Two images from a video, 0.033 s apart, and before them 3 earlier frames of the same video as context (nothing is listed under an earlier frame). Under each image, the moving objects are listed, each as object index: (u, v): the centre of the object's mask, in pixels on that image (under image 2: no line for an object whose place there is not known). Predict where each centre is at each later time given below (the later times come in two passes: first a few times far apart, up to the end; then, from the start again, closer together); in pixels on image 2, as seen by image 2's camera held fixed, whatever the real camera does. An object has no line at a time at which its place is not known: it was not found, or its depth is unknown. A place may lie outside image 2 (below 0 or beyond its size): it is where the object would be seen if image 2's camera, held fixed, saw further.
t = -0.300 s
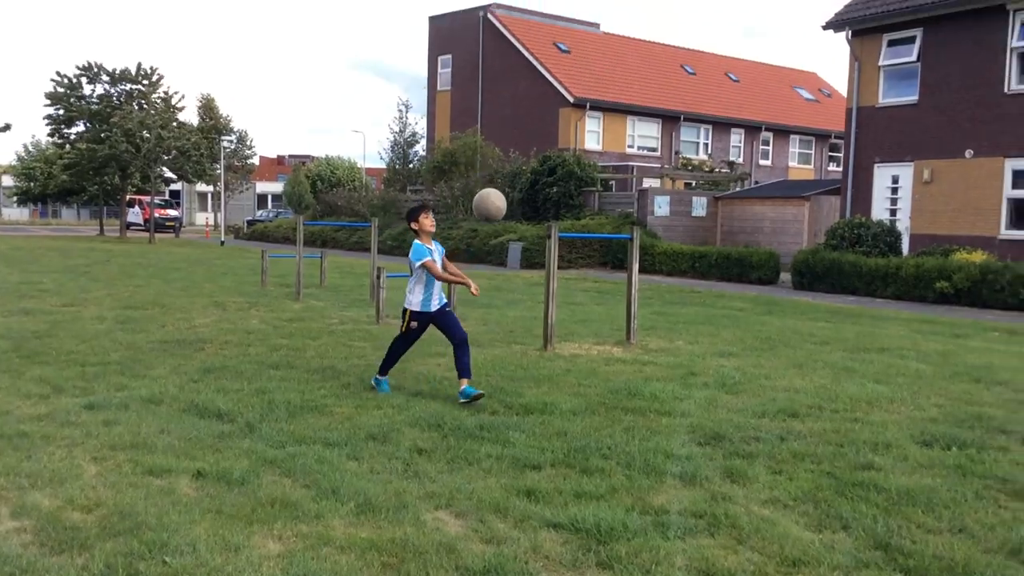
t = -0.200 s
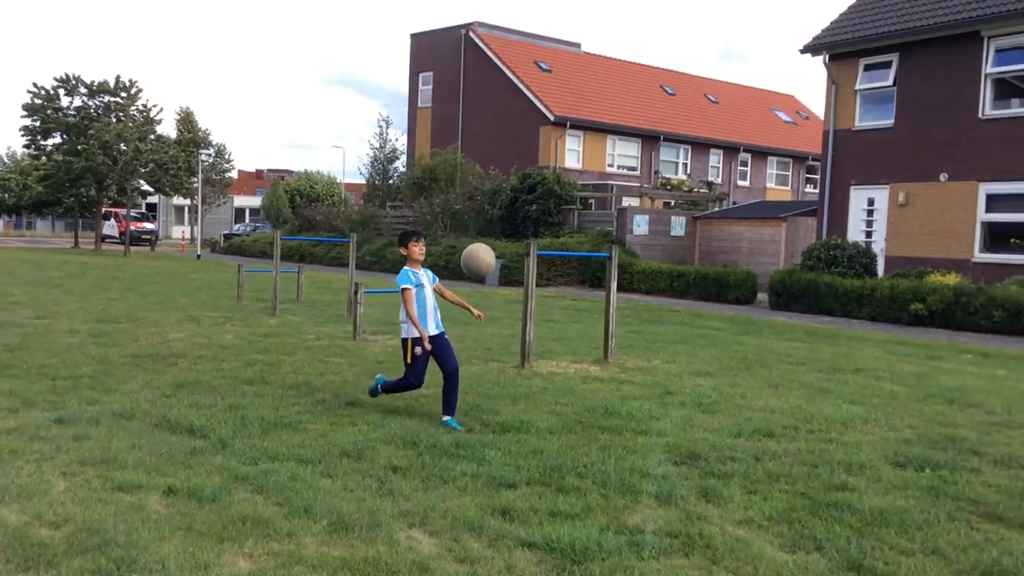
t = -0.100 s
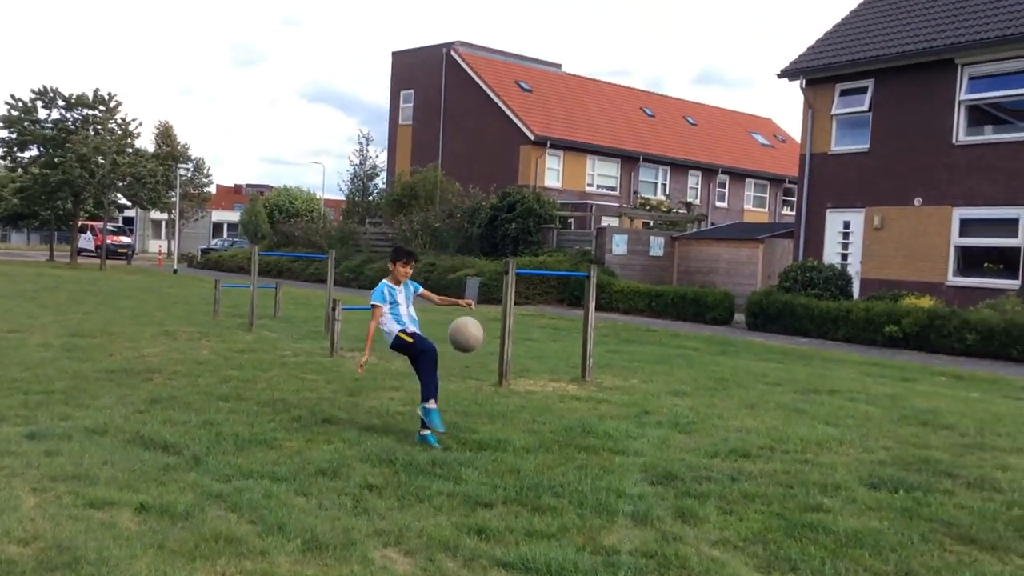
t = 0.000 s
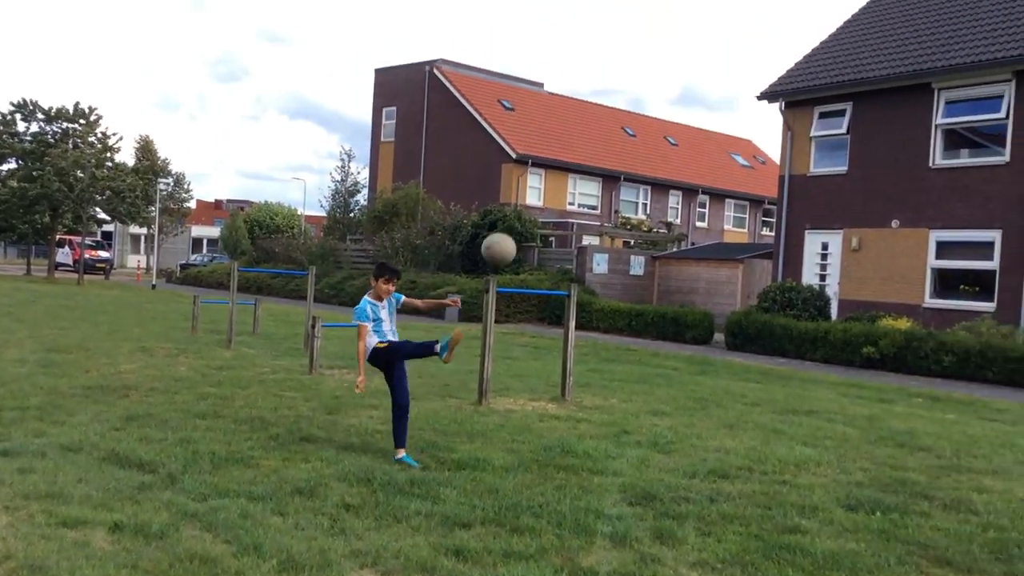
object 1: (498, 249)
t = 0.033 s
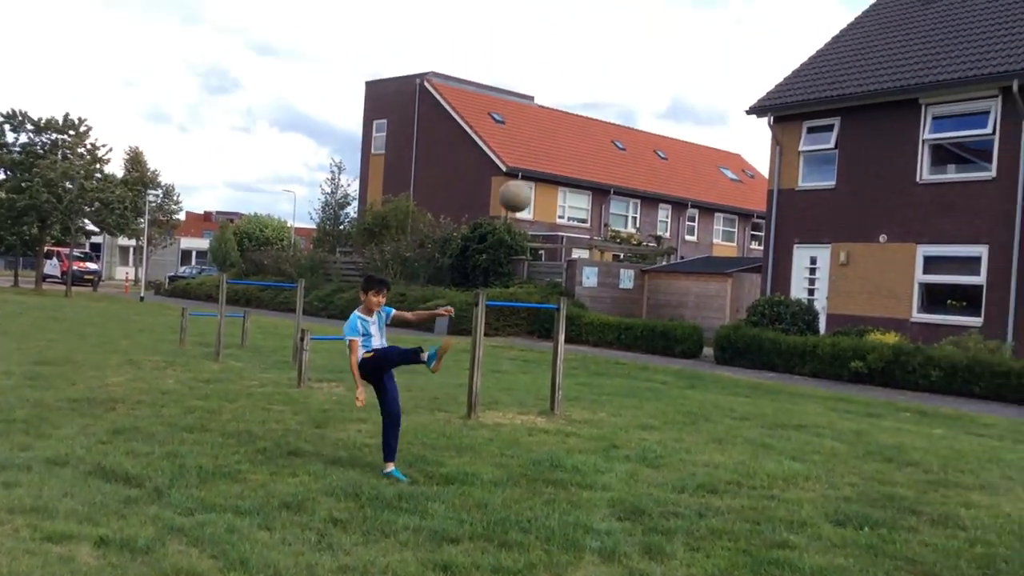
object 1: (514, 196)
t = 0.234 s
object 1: (665, -124)
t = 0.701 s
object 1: (904, -451)
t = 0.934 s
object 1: (983, -447)
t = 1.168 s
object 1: (1041, -379)
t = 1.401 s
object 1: (1074, -262)
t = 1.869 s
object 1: (1109, 32)
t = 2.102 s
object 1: (1109, 207)
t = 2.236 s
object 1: (1106, 316)
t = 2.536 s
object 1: (1121, 318)
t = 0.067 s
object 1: (541, 134)
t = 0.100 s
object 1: (566, 75)
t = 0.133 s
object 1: (591, 19)
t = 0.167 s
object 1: (615, -33)
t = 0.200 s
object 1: (640, -82)
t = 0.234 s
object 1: (665, -124)
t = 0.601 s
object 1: (866, -424)
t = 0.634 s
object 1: (879, -433)
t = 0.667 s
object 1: (891, -444)
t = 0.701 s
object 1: (904, -451)
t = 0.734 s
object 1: (916, -454)
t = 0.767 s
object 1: (929, -457)
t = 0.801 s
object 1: (941, -458)
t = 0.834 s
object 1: (953, -457)
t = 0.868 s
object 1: (963, -455)
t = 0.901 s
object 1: (973, -452)
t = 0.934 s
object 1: (983, -447)
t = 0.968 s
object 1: (993, -440)
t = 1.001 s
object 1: (1002, -433)
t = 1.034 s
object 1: (1011, -424)
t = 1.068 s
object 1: (1019, -414)
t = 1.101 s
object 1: (1027, -402)
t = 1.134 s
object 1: (1034, -391)
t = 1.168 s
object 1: (1041, -379)
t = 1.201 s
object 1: (1047, -365)
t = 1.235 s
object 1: (1052, -350)
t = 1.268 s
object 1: (1058, -333)
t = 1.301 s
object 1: (1062, -315)
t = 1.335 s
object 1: (1065, -295)
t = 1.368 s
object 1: (1070, -279)
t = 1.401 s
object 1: (1074, -262)
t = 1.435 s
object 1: (1078, -244)
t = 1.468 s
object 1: (1082, -225)
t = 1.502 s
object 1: (1086, -206)
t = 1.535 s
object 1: (1090, -186)
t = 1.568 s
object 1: (1093, -166)
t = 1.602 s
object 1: (1096, -145)
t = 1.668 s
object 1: (1100, -104)
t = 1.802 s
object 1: (1107, -16)
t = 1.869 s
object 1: (1109, 32)
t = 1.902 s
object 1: (1109, 56)
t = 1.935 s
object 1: (1110, 80)
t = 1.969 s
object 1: (1110, 106)
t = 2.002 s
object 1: (1111, 132)
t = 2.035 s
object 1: (1110, 156)
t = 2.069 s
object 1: (1110, 181)
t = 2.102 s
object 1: (1109, 207)
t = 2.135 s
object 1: (1109, 234)
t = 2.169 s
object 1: (1108, 262)
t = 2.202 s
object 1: (1108, 291)
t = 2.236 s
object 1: (1106, 316)
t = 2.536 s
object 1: (1121, 318)
